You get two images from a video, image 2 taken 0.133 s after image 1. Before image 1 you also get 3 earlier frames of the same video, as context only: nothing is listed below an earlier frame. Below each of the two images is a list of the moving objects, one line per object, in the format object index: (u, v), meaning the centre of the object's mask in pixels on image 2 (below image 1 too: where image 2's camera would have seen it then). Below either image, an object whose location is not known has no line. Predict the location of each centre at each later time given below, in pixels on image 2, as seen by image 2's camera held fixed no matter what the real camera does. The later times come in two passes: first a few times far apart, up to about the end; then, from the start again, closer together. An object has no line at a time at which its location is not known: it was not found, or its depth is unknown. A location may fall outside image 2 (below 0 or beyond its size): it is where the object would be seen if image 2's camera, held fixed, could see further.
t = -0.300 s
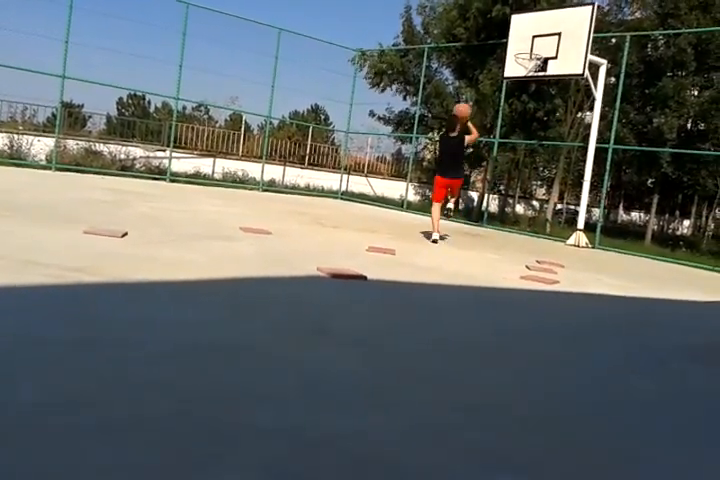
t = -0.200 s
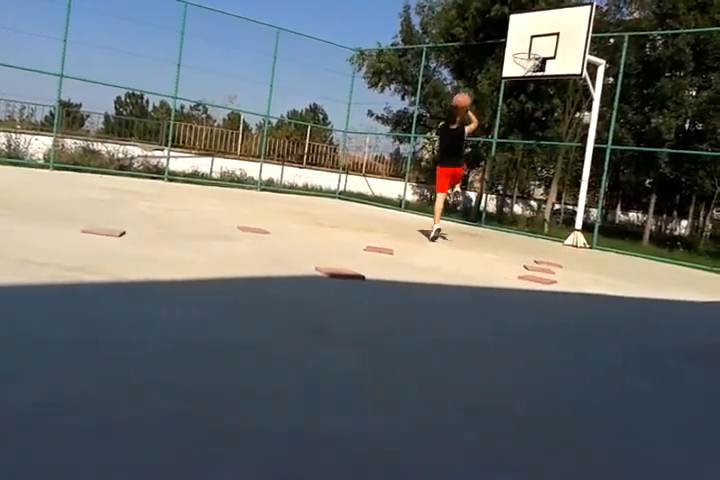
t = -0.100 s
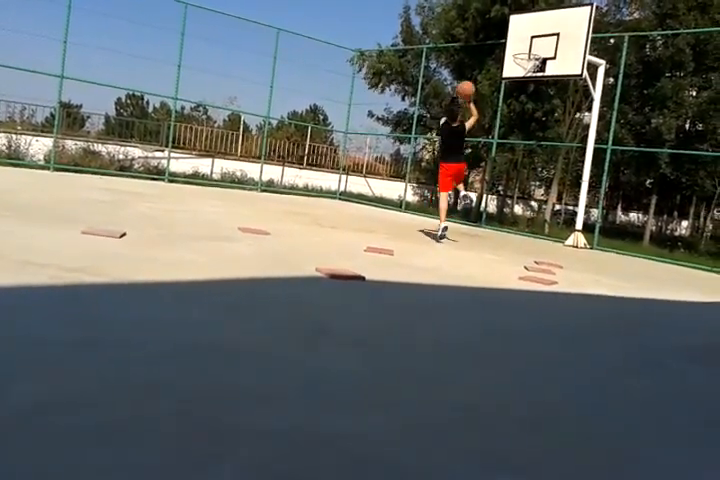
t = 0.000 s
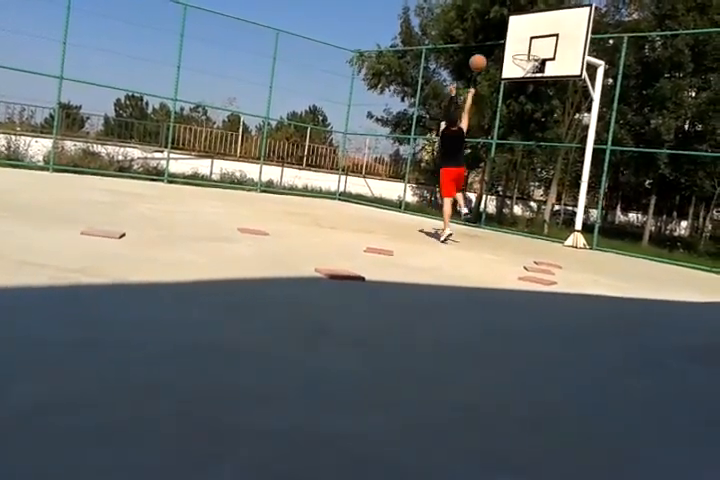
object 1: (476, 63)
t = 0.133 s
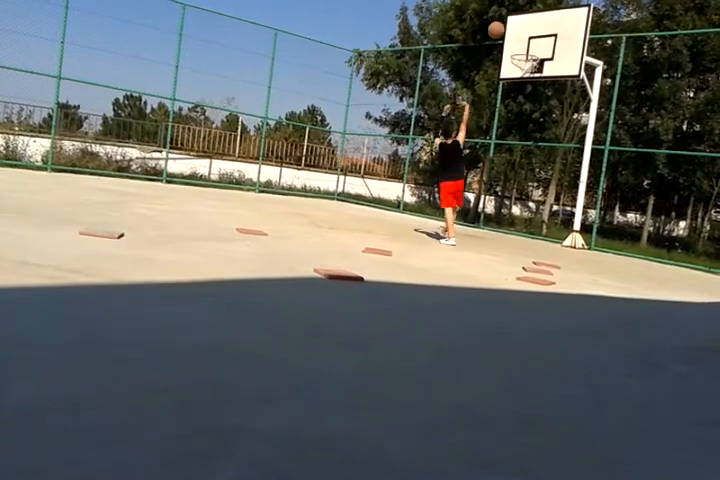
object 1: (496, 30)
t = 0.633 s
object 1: (532, 42)
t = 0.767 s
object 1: (535, 51)
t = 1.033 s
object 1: (517, 51)
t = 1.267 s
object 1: (521, 50)
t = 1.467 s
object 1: (527, 57)
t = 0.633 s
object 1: (532, 42)
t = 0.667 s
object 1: (534, 48)
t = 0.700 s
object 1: (535, 50)
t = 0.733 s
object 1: (535, 50)
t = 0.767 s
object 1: (535, 51)
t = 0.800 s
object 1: (535, 51)
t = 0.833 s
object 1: (535, 51)
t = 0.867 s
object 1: (532, 50)
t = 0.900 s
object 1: (530, 49)
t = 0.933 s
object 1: (527, 49)
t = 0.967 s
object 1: (523, 49)
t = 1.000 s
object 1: (520, 50)
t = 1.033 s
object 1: (517, 51)
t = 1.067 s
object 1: (517, 51)
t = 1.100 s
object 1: (518, 49)
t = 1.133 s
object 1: (518, 48)
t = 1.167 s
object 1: (519, 48)
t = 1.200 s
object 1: (519, 48)
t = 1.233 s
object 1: (520, 49)
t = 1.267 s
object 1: (521, 50)
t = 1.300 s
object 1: (523, 50)
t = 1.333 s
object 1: (525, 51)
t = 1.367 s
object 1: (526, 52)
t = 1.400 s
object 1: (528, 53)
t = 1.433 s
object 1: (528, 55)
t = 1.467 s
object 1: (527, 57)
